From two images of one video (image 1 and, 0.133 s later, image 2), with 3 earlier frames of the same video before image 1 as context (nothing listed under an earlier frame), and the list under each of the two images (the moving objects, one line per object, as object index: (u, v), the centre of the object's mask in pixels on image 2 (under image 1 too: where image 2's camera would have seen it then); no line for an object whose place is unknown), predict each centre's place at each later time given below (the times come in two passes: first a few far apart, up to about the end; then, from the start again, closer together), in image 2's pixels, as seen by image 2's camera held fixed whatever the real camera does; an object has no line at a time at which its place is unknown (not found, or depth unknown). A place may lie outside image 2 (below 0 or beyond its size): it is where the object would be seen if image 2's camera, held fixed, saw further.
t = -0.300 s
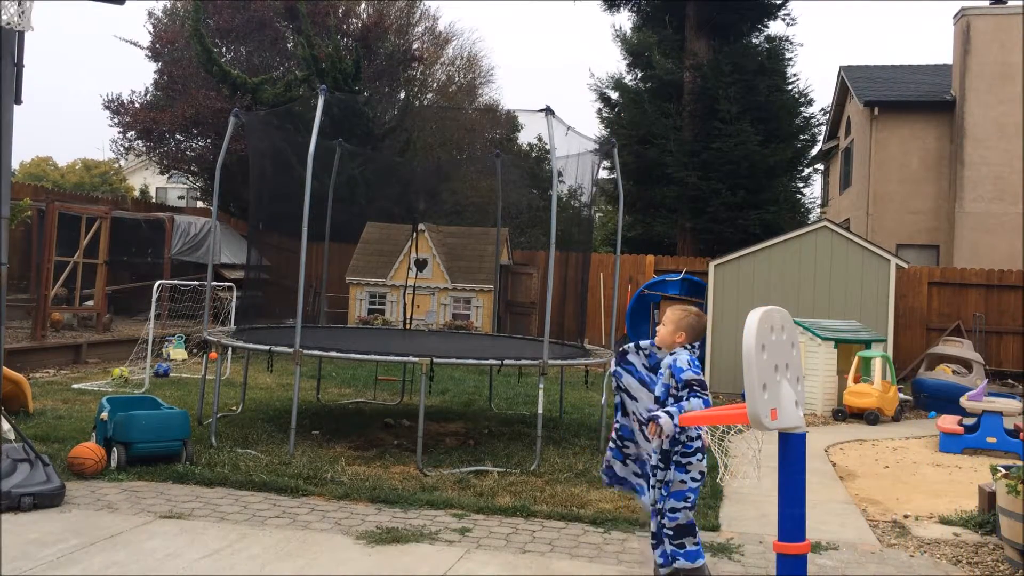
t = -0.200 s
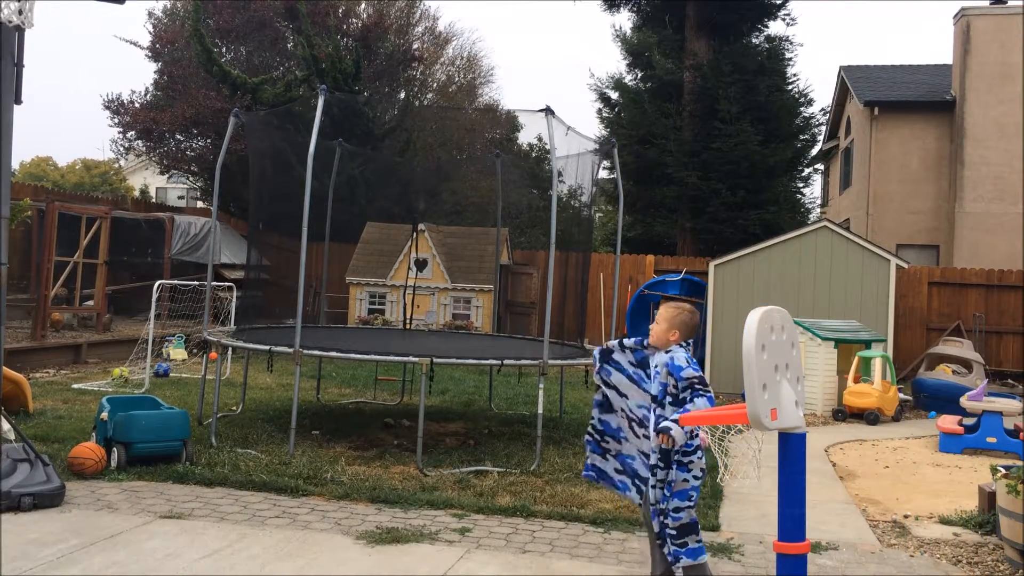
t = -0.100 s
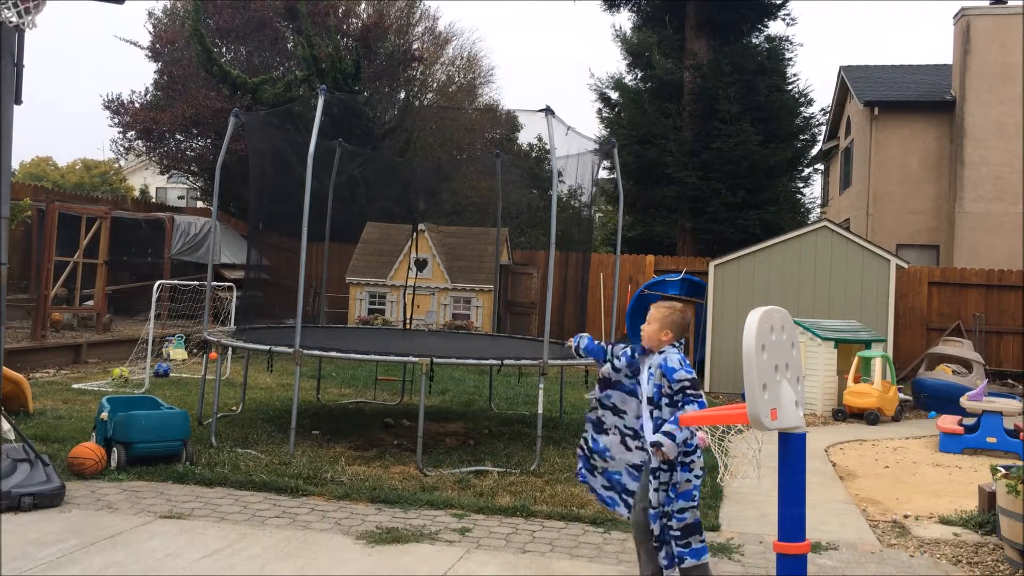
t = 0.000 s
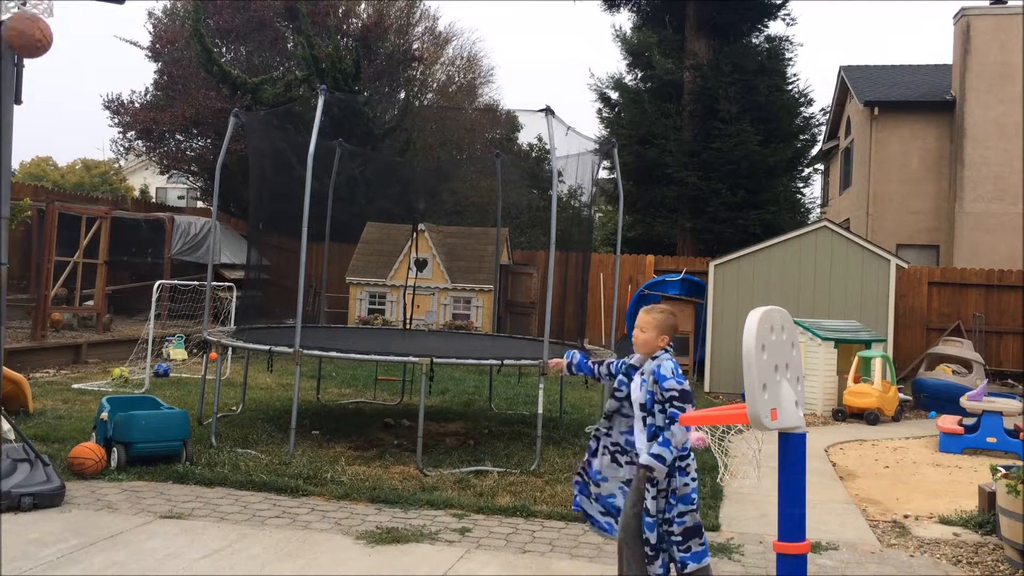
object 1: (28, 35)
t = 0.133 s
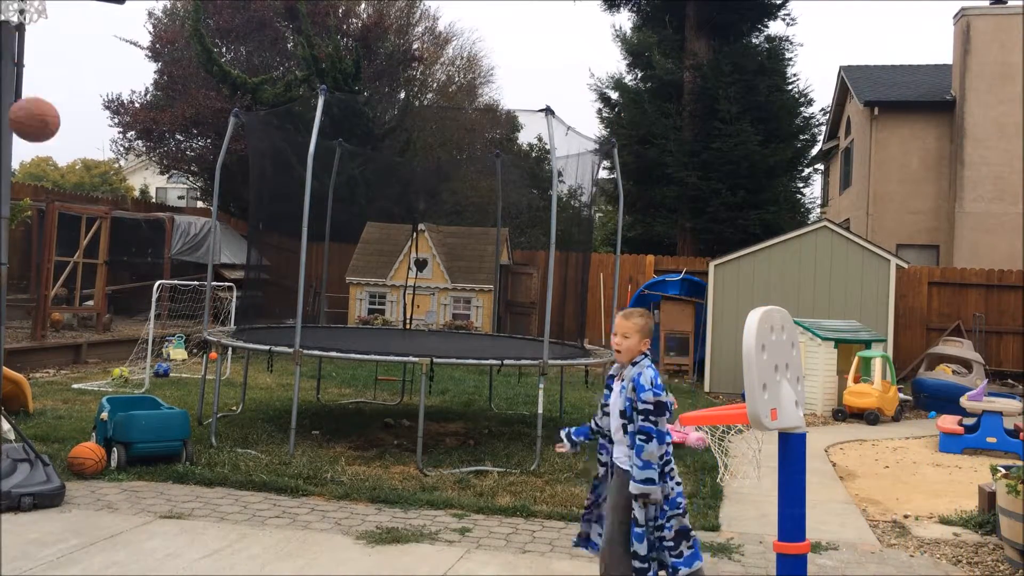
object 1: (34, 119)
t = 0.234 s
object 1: (39, 203)
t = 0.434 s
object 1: (46, 423)
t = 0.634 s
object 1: (57, 428)
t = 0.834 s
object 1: (75, 305)
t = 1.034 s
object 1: (91, 261)
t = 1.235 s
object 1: (103, 301)
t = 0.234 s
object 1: (39, 203)
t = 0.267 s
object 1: (40, 235)
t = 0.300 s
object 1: (41, 269)
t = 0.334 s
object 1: (43, 304)
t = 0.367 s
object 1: (43, 343)
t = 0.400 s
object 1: (45, 382)
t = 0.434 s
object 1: (46, 423)
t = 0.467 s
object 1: (45, 466)
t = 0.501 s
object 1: (46, 513)
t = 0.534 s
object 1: (47, 522)
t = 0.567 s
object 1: (50, 488)
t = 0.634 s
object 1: (57, 428)
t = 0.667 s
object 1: (60, 402)
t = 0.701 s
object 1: (64, 378)
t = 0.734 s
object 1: (67, 355)
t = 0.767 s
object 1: (70, 337)
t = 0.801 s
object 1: (74, 318)
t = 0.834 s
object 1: (75, 305)
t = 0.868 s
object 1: (78, 290)
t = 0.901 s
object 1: (81, 281)
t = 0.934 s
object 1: (83, 271)
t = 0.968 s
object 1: (86, 266)
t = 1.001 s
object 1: (89, 263)
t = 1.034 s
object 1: (91, 261)
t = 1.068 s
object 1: (93, 262)
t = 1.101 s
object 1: (95, 265)
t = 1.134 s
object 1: (97, 269)
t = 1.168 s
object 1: (100, 277)
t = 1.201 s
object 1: (101, 287)
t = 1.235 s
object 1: (103, 301)
